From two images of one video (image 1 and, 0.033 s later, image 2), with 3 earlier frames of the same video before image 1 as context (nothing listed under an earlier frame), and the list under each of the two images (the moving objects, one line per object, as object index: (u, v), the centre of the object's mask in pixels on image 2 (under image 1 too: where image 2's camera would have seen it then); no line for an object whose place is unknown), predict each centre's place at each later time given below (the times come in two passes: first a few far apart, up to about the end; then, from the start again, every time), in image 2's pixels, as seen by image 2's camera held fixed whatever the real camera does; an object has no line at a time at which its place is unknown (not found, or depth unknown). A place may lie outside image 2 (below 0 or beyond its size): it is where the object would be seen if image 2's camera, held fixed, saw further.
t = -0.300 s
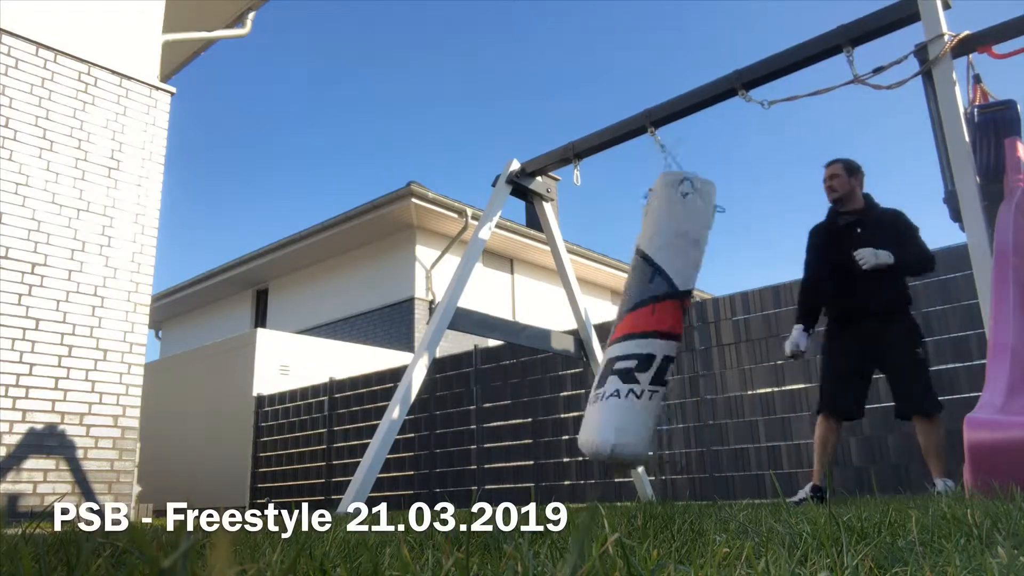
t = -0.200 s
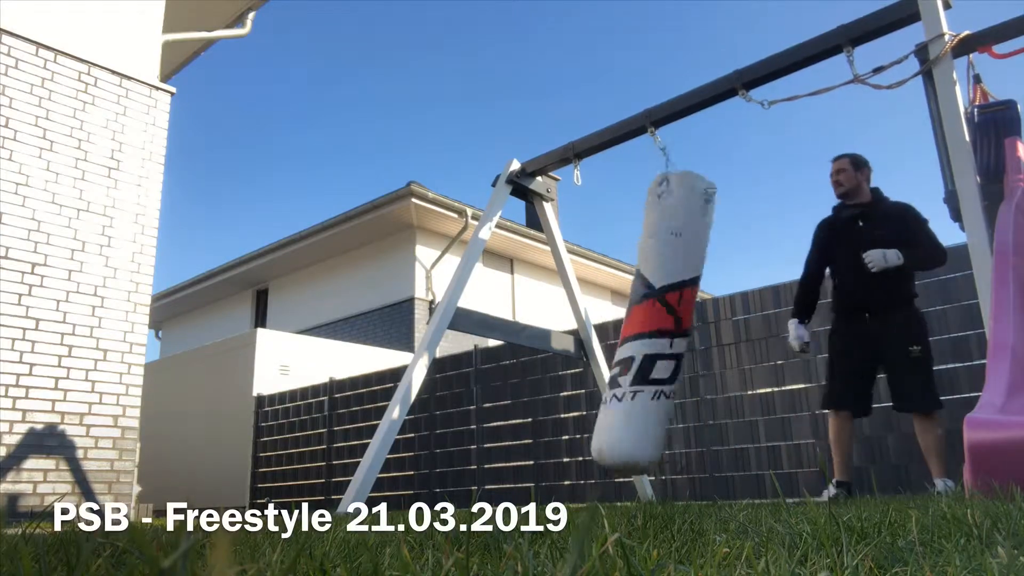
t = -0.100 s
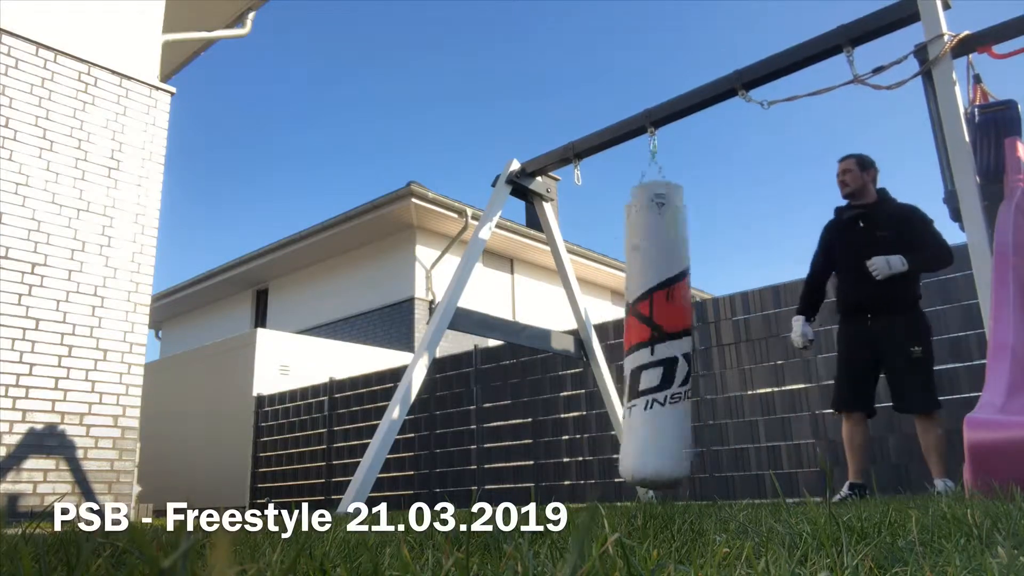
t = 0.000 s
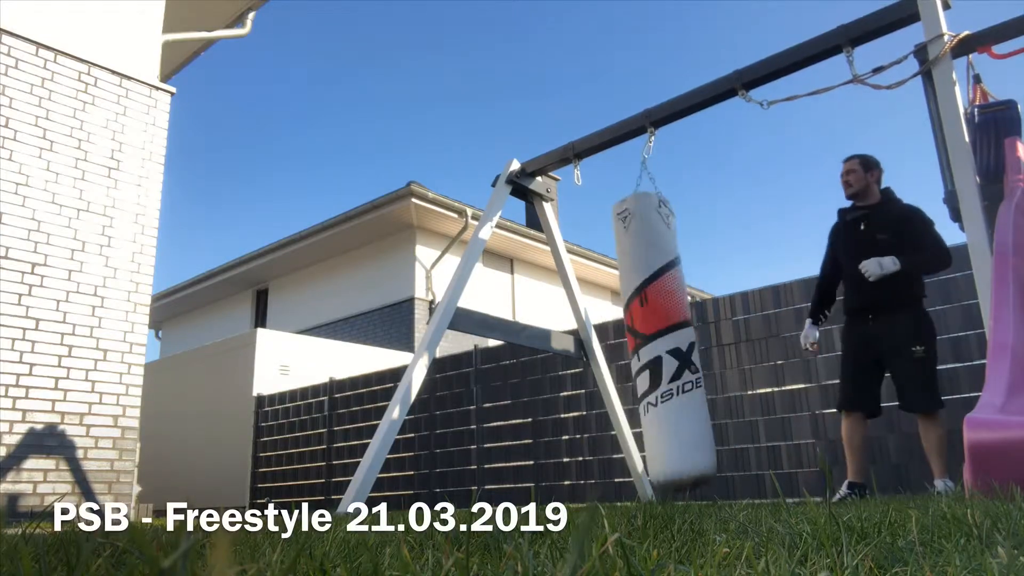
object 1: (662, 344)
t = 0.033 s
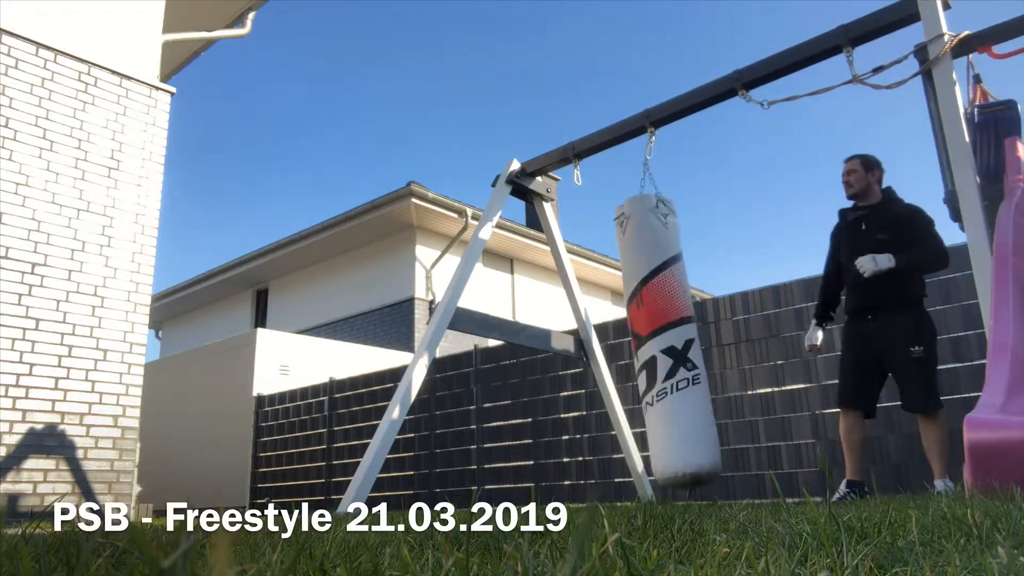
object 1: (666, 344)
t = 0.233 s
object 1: (688, 343)
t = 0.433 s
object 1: (695, 334)
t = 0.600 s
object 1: (702, 336)
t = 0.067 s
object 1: (670, 344)
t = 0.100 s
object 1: (674, 343)
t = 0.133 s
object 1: (678, 342)
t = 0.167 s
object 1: (682, 343)
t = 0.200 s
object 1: (685, 343)
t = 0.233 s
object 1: (688, 343)
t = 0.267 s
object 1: (689, 341)
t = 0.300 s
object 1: (691, 341)
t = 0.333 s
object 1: (692, 338)
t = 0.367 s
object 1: (693, 336)
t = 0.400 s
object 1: (694, 335)
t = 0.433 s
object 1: (695, 334)
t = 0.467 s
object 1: (697, 336)
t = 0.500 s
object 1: (699, 337)
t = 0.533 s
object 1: (700, 337)
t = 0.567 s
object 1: (701, 337)
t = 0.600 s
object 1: (702, 336)
